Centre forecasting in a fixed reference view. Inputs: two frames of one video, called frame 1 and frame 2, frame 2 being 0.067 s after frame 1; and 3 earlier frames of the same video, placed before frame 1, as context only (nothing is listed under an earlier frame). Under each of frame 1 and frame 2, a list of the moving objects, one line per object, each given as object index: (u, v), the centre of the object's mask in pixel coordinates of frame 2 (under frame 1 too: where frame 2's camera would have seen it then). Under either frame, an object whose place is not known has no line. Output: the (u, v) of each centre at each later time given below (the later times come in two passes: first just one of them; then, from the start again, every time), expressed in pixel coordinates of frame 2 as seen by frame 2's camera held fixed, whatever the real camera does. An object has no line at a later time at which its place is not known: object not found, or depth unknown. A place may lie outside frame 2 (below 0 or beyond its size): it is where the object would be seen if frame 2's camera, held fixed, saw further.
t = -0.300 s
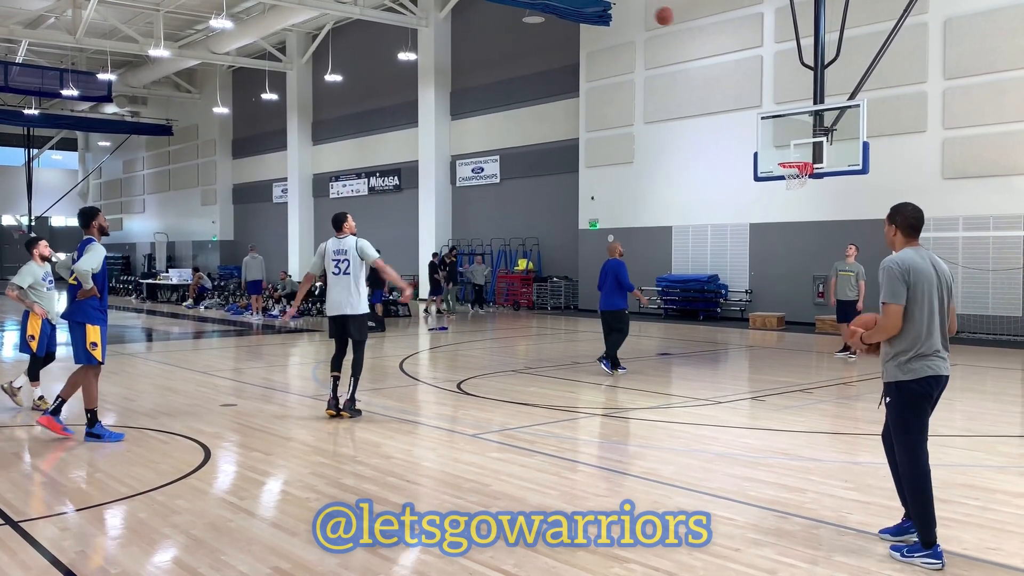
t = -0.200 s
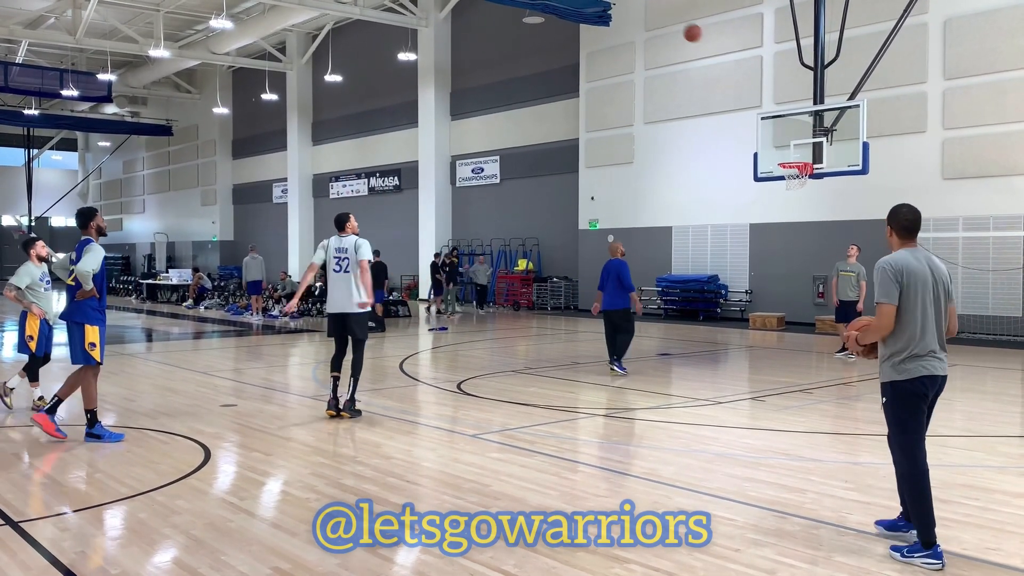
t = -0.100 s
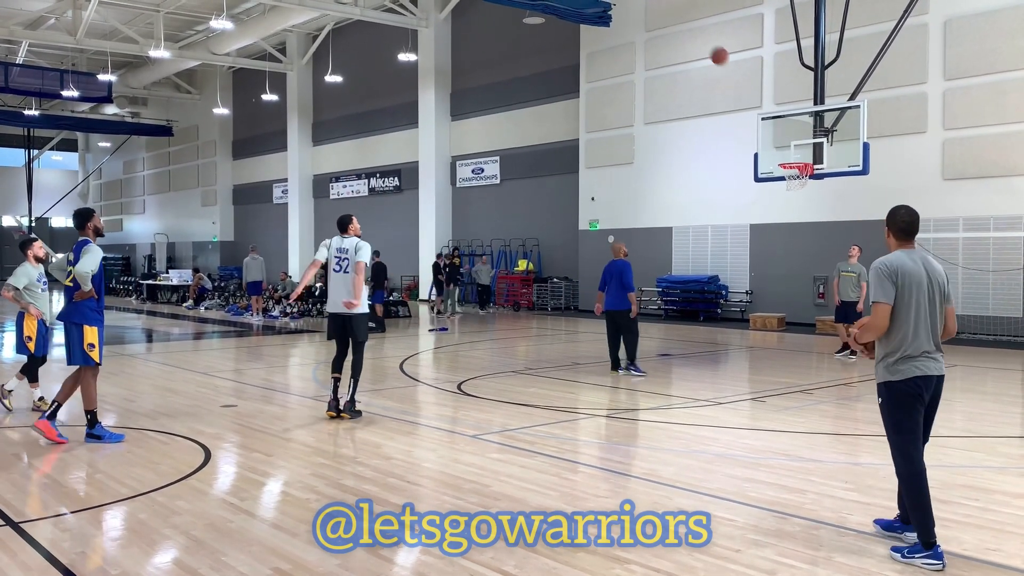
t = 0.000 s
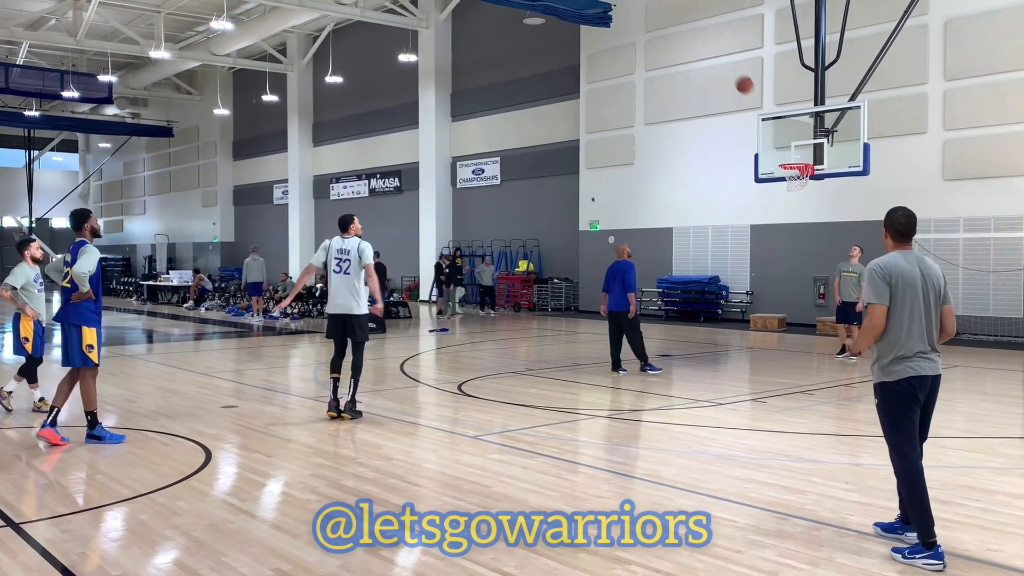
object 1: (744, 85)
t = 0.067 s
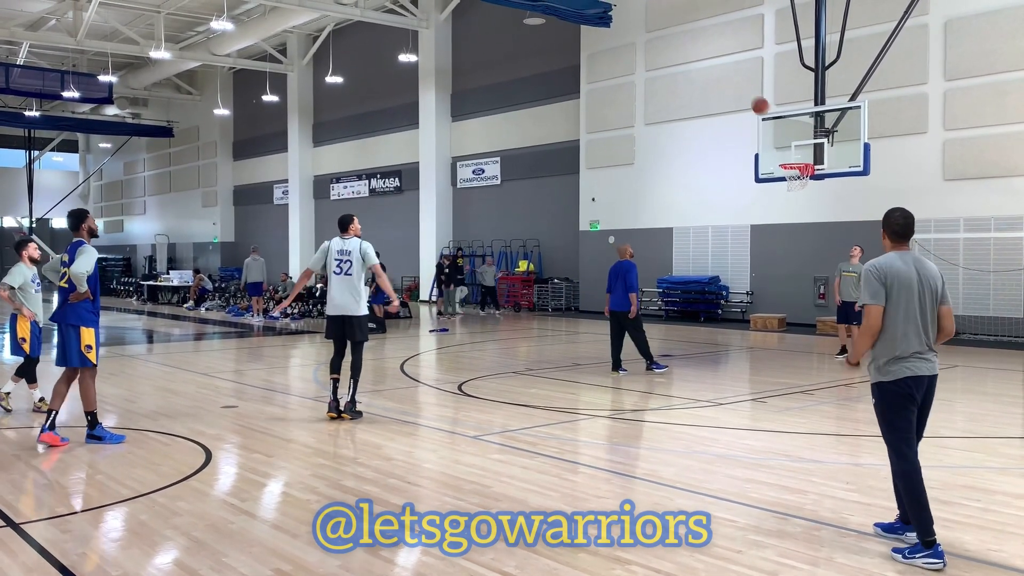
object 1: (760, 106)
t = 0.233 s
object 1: (796, 160)
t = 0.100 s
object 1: (768, 117)
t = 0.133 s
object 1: (775, 129)
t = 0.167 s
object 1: (783, 142)
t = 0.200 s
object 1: (790, 155)
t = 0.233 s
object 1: (796, 160)
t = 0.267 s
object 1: (798, 173)
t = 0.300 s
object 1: (802, 181)
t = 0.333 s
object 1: (801, 189)
